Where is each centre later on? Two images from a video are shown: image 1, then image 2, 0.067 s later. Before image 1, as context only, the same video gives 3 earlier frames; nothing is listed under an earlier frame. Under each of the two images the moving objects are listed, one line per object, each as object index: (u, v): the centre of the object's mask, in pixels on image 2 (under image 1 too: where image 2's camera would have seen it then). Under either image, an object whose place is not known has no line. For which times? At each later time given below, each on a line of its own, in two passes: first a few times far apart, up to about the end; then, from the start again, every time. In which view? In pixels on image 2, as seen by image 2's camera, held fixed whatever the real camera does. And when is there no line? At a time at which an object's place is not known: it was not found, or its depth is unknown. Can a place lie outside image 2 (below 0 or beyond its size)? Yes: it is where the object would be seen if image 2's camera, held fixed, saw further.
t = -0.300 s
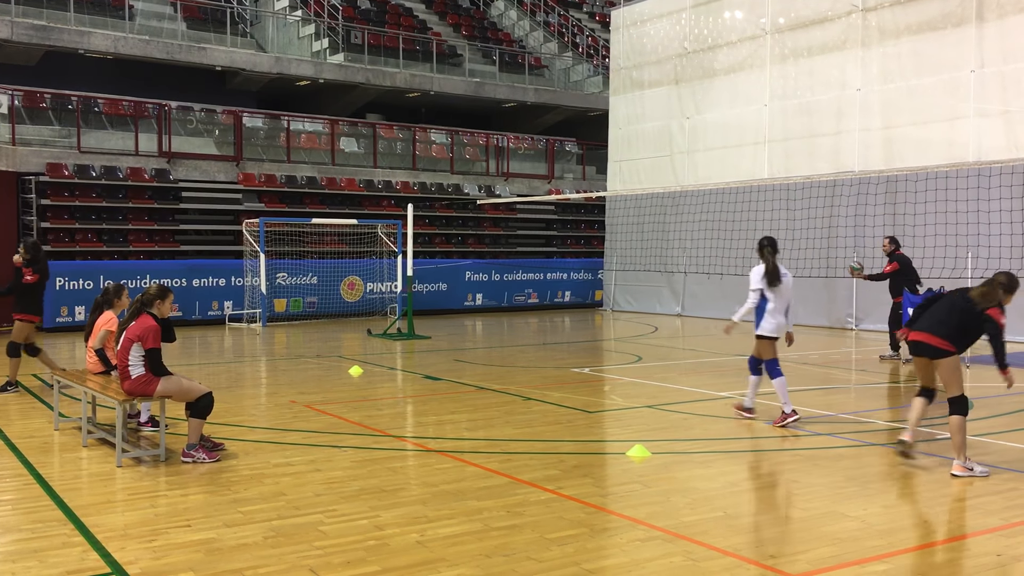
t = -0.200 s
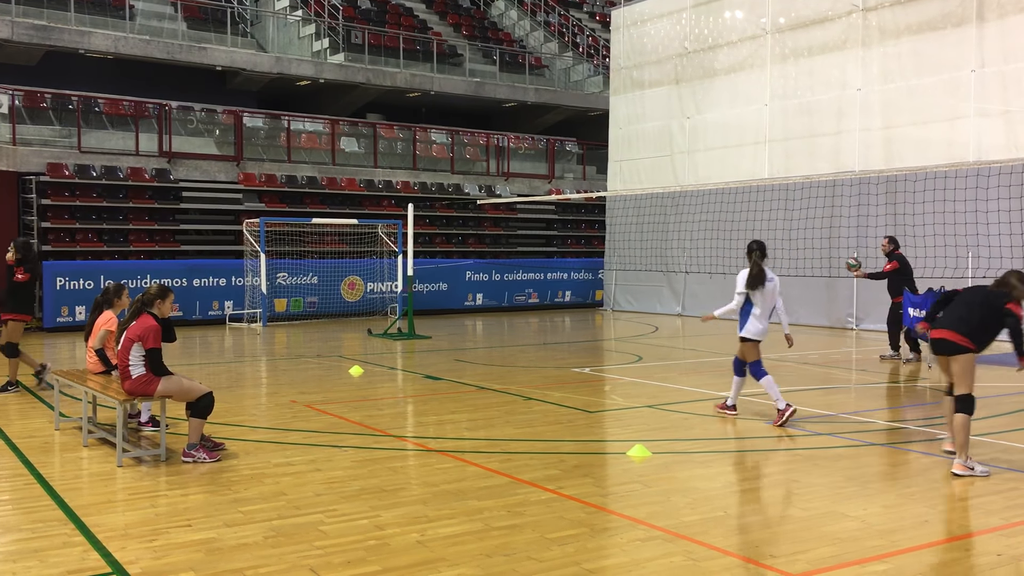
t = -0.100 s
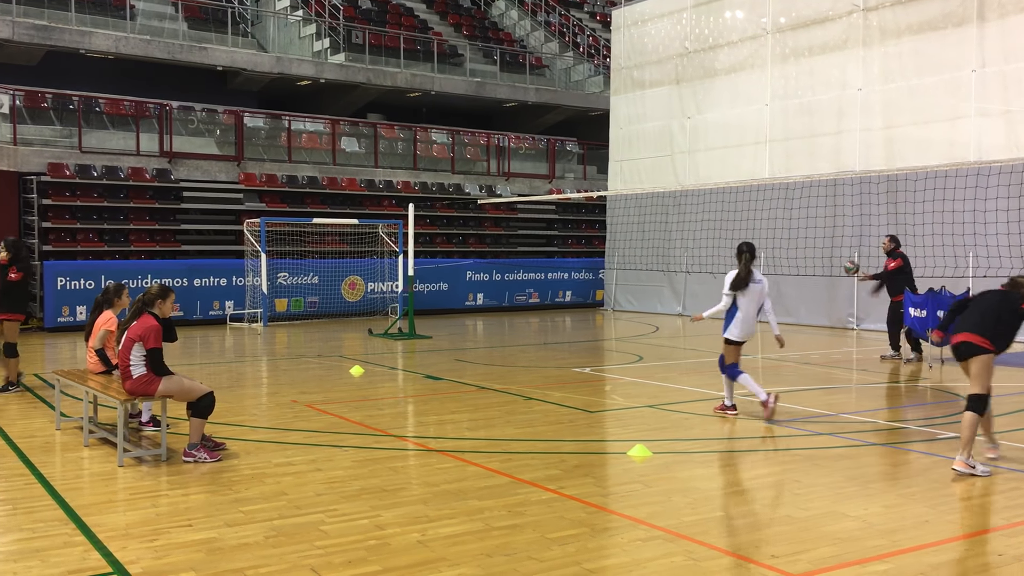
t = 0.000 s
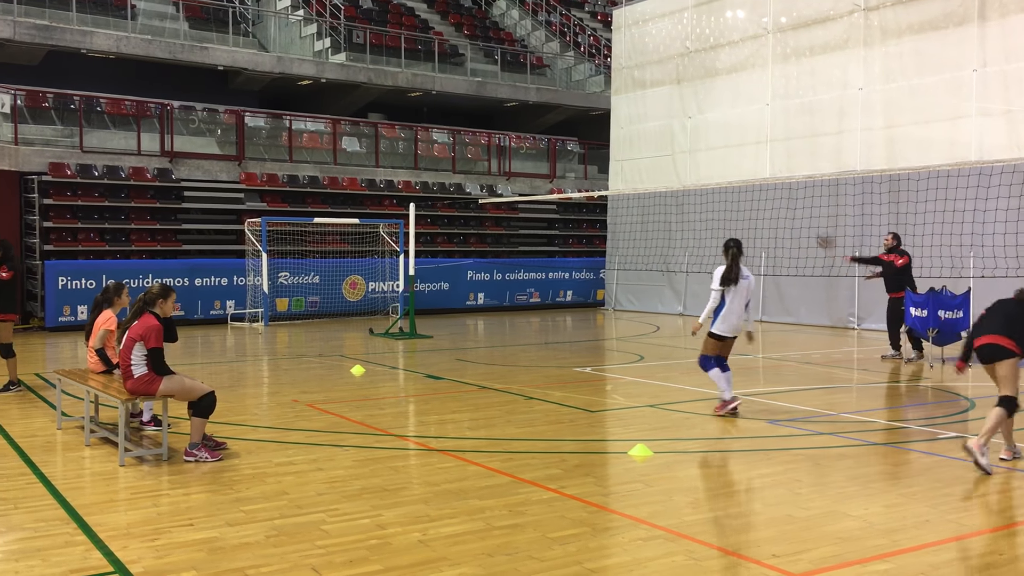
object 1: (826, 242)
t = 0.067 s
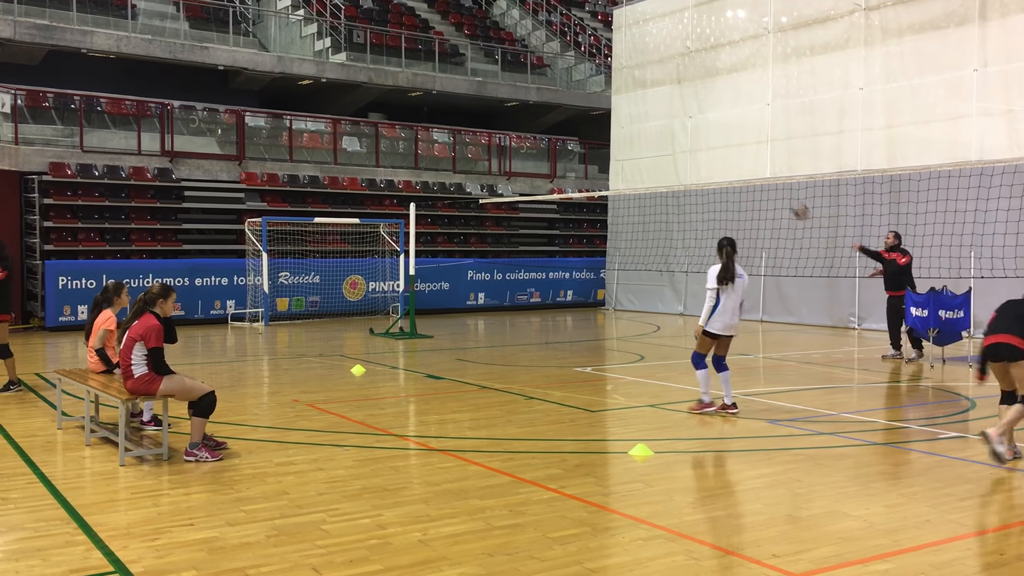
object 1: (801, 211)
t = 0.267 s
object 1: (722, 138)
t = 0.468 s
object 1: (640, 91)
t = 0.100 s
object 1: (788, 198)
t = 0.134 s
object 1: (774, 187)
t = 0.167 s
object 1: (761, 171)
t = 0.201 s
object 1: (749, 160)
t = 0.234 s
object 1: (735, 148)
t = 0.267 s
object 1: (722, 138)
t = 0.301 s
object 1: (709, 127)
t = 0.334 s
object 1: (695, 118)
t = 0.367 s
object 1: (682, 111)
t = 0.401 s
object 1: (668, 103)
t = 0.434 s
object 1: (654, 96)
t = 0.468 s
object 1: (640, 91)
